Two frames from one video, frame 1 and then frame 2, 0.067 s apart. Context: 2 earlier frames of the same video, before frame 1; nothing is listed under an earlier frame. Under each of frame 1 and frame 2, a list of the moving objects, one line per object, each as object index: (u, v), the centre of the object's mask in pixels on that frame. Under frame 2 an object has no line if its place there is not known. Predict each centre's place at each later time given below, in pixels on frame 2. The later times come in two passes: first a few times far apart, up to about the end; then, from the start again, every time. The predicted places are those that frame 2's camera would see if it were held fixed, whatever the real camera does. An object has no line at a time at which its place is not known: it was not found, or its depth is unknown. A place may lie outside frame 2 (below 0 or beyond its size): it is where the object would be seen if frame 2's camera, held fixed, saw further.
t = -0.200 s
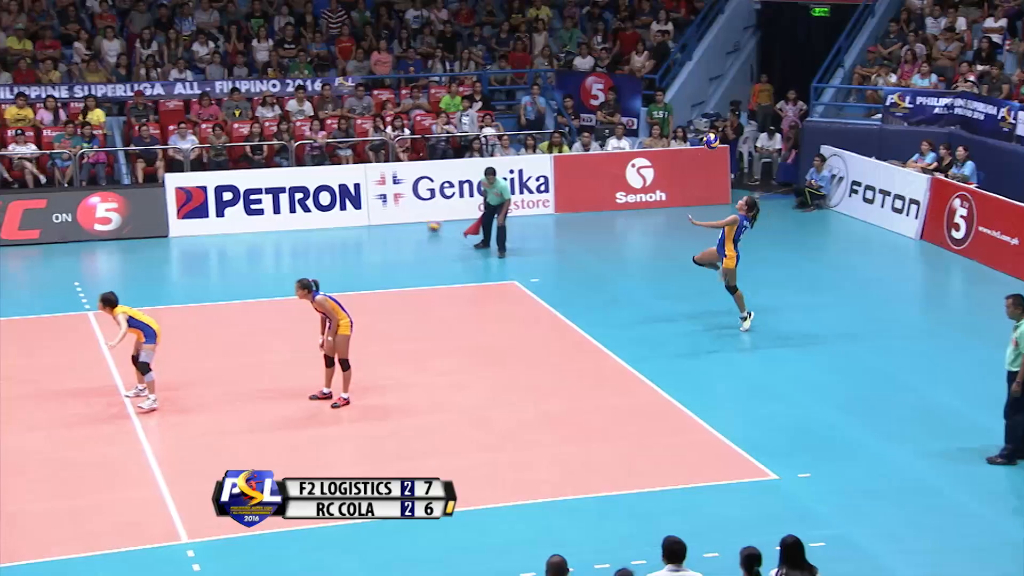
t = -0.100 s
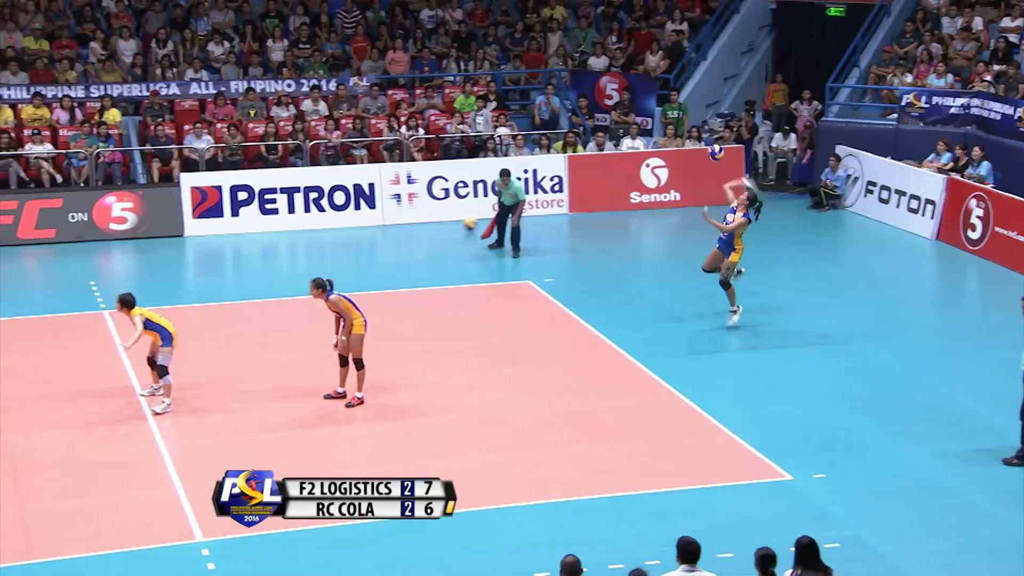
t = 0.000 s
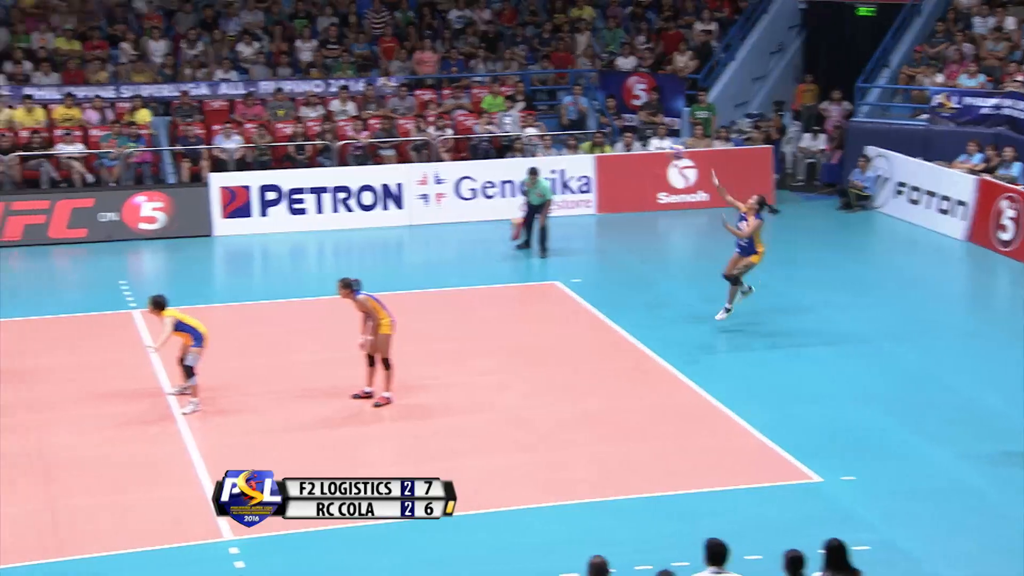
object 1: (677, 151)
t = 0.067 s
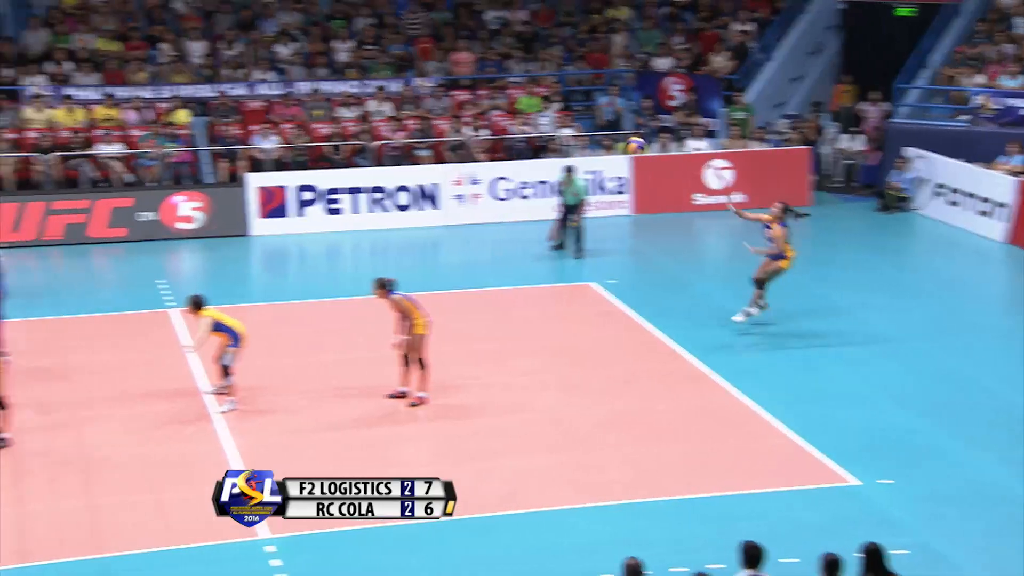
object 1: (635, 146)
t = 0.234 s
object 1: (439, 133)
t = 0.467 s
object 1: (135, 155)
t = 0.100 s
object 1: (598, 142)
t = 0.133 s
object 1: (559, 139)
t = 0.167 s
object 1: (519, 137)
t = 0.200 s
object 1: (479, 134)
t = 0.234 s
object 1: (439, 133)
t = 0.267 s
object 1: (398, 132)
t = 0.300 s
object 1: (355, 133)
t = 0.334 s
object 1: (313, 135)
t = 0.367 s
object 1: (270, 137)
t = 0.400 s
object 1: (226, 142)
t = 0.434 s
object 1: (181, 148)
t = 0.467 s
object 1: (135, 155)
